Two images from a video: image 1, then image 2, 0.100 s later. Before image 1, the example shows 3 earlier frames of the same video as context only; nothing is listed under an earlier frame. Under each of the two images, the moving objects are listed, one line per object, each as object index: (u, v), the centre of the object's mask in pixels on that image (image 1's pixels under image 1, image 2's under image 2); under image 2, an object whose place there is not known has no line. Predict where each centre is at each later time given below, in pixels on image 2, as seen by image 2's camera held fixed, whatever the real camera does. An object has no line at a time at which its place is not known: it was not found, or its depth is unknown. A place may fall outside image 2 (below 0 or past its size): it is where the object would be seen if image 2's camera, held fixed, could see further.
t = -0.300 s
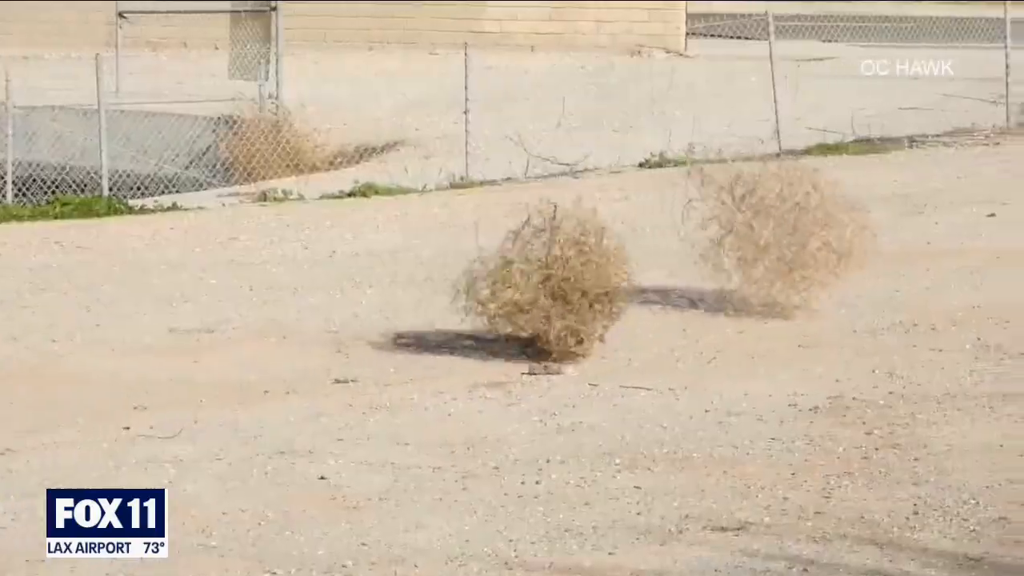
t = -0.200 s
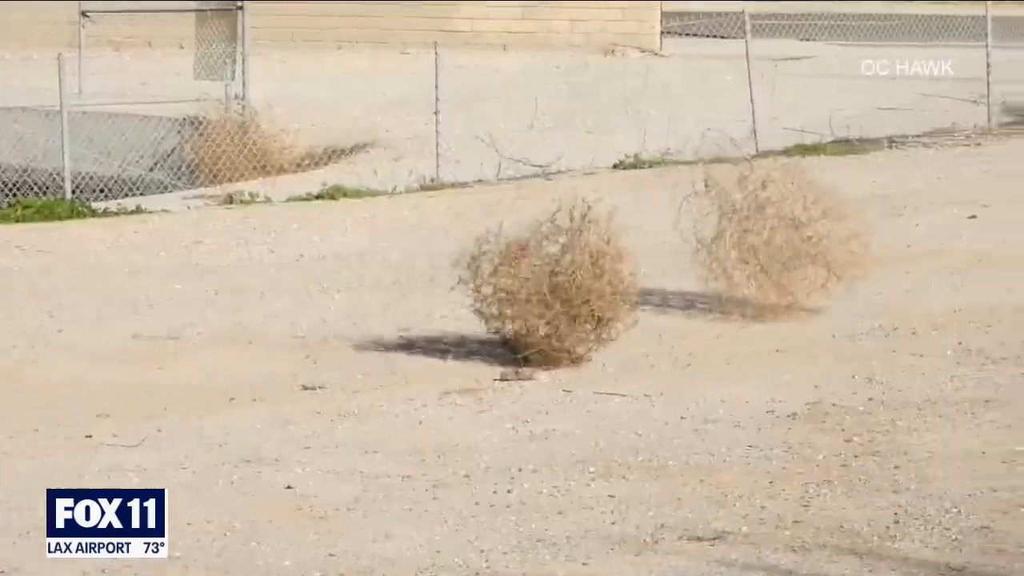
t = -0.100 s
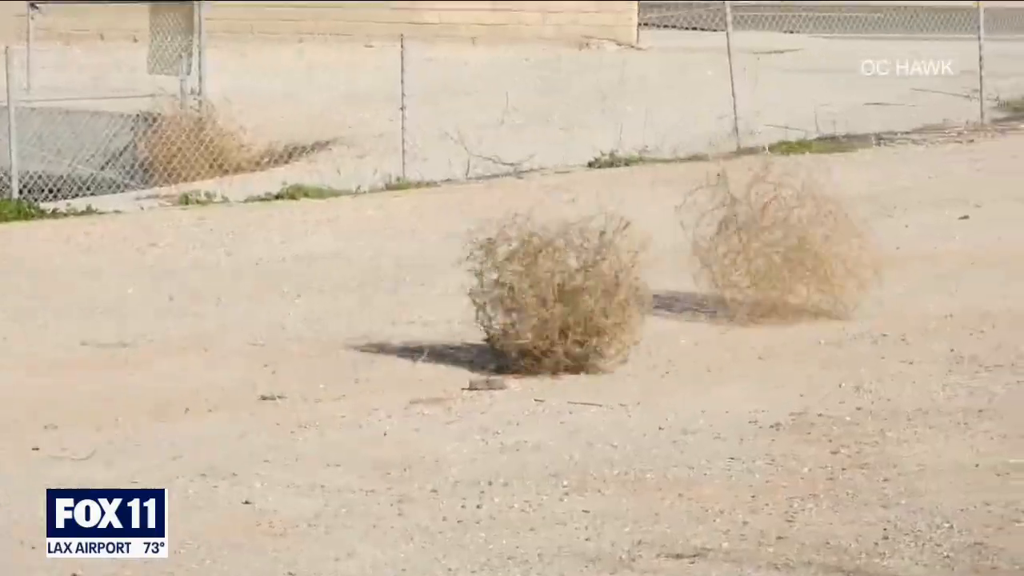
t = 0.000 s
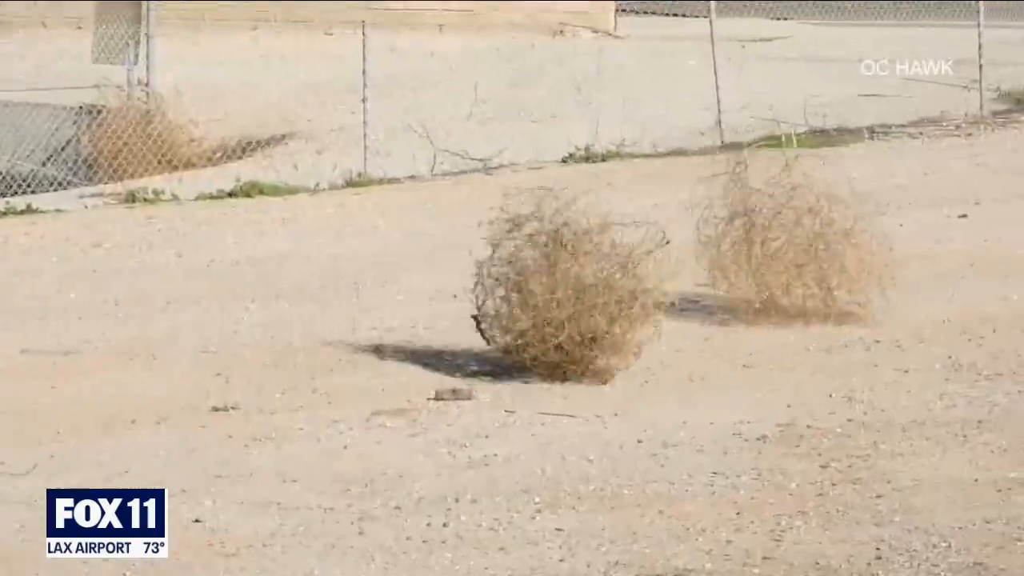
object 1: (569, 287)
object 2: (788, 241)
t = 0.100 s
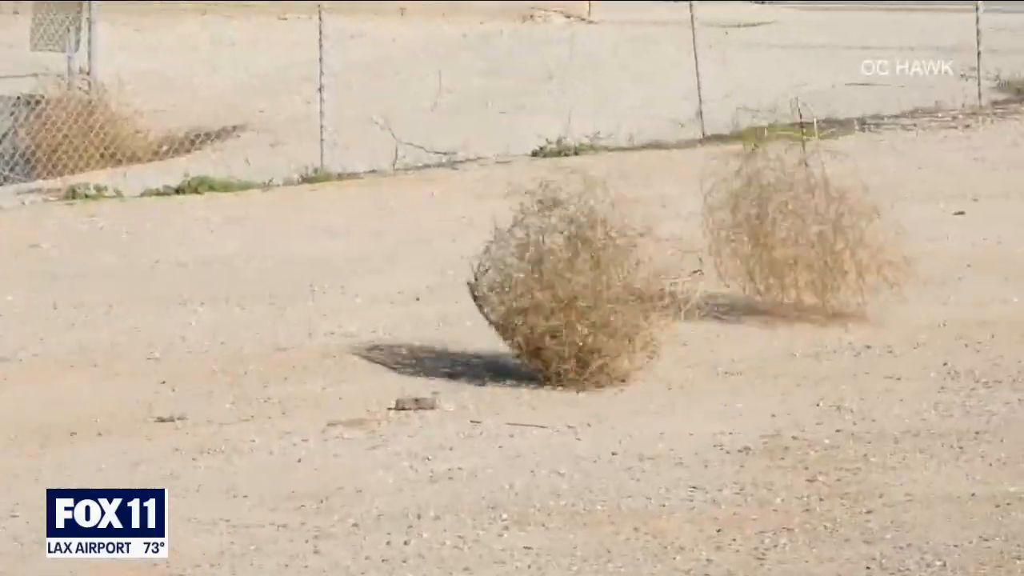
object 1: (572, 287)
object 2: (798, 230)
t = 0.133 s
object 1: (585, 289)
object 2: (807, 230)
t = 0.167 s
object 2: (813, 226)
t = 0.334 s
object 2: (858, 217)
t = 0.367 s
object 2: (867, 218)
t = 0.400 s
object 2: (875, 216)
